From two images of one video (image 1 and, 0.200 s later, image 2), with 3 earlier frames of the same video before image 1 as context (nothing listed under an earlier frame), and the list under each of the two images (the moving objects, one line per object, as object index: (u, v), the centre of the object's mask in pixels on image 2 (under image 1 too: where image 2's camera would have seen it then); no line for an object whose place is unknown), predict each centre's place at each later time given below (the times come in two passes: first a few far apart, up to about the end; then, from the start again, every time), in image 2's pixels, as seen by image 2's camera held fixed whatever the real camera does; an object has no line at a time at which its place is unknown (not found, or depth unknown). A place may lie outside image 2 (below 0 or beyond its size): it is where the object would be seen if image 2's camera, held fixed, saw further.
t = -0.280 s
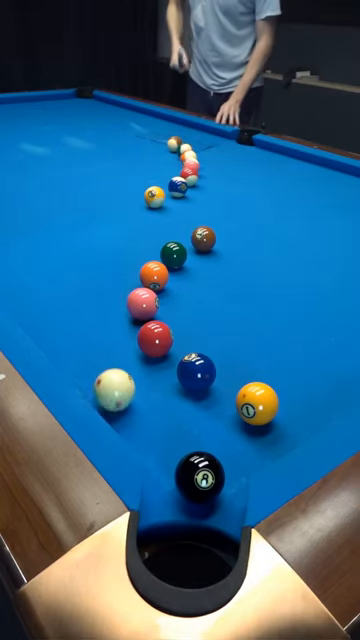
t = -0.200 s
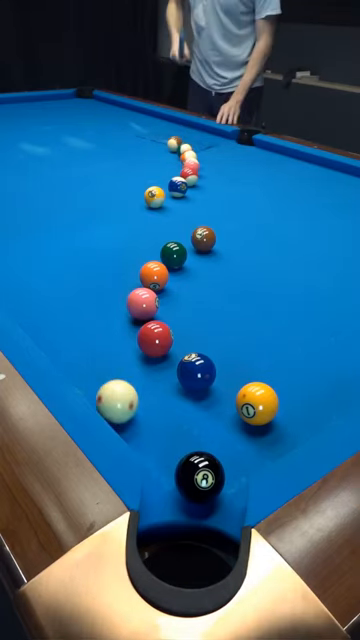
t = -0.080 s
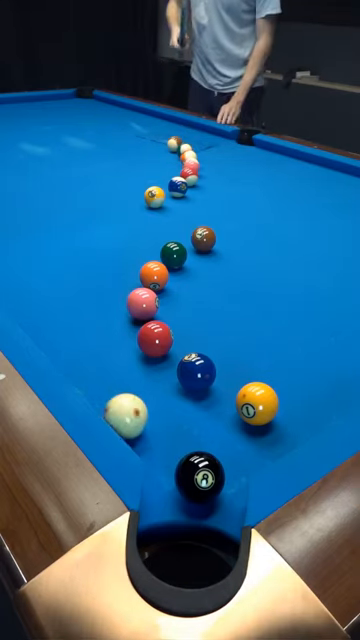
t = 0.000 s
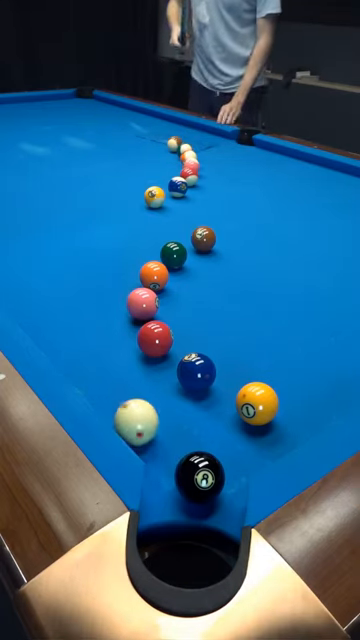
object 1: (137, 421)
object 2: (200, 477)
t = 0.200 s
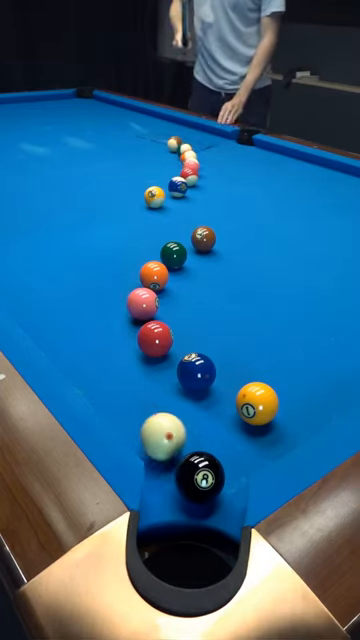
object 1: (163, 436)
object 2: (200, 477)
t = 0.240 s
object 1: (167, 438)
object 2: (200, 477)
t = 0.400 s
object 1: (183, 442)
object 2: (205, 485)
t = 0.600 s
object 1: (197, 441)
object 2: (212, 498)
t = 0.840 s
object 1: (210, 440)
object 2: (218, 509)
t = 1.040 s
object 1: (218, 439)
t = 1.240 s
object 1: (225, 438)
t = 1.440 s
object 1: (229, 438)
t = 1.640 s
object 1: (230, 437)
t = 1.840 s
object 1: (230, 437)
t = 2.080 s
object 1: (230, 437)
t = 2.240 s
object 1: (230, 437)
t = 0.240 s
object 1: (167, 438)
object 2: (200, 477)
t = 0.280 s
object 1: (173, 441)
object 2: (200, 477)
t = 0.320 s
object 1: (176, 442)
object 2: (201, 479)
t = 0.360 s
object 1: (180, 442)
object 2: (203, 482)
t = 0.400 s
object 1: (183, 442)
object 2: (205, 485)
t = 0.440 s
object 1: (186, 442)
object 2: (207, 488)
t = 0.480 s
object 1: (189, 442)
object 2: (208, 490)
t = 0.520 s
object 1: (192, 442)
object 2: (210, 493)
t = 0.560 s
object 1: (194, 442)
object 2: (211, 496)
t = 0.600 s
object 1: (197, 441)
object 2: (212, 498)
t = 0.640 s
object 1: (199, 441)
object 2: (213, 500)
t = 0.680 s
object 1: (202, 441)
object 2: (214, 502)
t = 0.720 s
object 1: (204, 441)
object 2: (215, 505)
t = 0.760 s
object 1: (206, 440)
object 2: (216, 505)
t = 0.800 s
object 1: (208, 440)
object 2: (217, 507)
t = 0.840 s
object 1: (210, 440)
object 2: (218, 509)
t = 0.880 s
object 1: (212, 440)
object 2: (218, 511)
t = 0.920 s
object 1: (214, 440)
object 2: (217, 515)
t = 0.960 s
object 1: (216, 439)
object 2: (217, 527)
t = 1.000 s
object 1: (217, 439)
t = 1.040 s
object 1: (218, 439)
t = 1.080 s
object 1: (220, 439)
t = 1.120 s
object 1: (221, 439)
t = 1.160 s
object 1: (222, 439)
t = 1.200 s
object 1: (223, 438)
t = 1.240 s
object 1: (225, 438)
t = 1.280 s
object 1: (226, 438)
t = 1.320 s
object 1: (227, 438)
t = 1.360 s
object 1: (227, 438)
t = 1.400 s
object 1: (228, 438)
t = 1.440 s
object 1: (229, 438)
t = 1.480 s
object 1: (229, 438)
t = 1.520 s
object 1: (230, 437)
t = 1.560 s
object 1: (230, 438)
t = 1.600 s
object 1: (230, 438)
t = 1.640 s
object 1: (230, 437)
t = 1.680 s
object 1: (230, 437)
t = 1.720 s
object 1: (230, 437)
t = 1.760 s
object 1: (230, 437)
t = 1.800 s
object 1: (230, 438)
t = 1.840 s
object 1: (230, 437)
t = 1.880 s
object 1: (230, 437)
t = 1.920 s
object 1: (230, 437)
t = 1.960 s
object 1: (230, 437)
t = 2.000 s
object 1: (230, 437)
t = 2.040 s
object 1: (230, 437)
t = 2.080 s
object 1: (230, 437)
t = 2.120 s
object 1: (230, 437)
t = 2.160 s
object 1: (230, 437)
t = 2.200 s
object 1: (230, 437)
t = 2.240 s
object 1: (230, 437)
